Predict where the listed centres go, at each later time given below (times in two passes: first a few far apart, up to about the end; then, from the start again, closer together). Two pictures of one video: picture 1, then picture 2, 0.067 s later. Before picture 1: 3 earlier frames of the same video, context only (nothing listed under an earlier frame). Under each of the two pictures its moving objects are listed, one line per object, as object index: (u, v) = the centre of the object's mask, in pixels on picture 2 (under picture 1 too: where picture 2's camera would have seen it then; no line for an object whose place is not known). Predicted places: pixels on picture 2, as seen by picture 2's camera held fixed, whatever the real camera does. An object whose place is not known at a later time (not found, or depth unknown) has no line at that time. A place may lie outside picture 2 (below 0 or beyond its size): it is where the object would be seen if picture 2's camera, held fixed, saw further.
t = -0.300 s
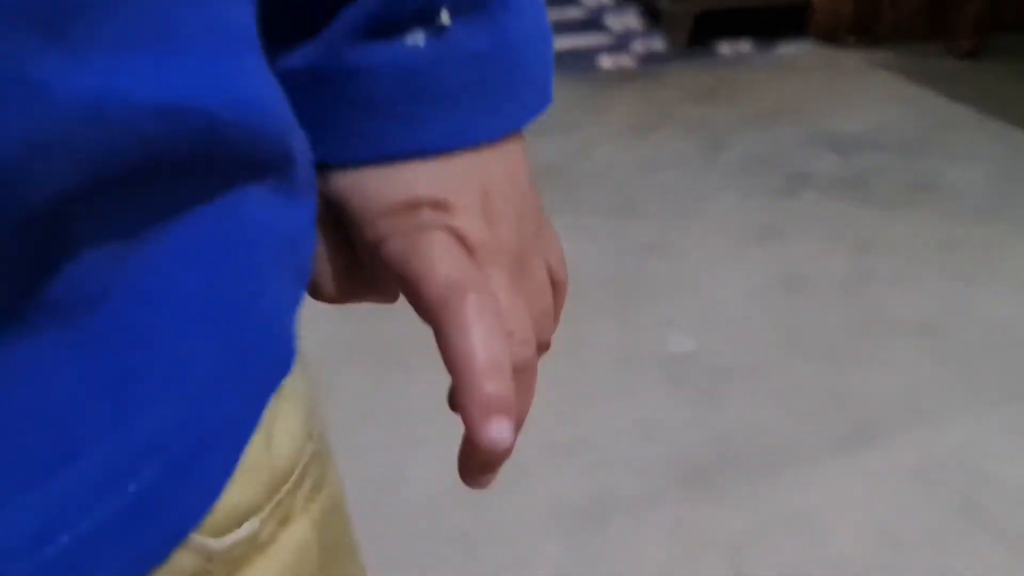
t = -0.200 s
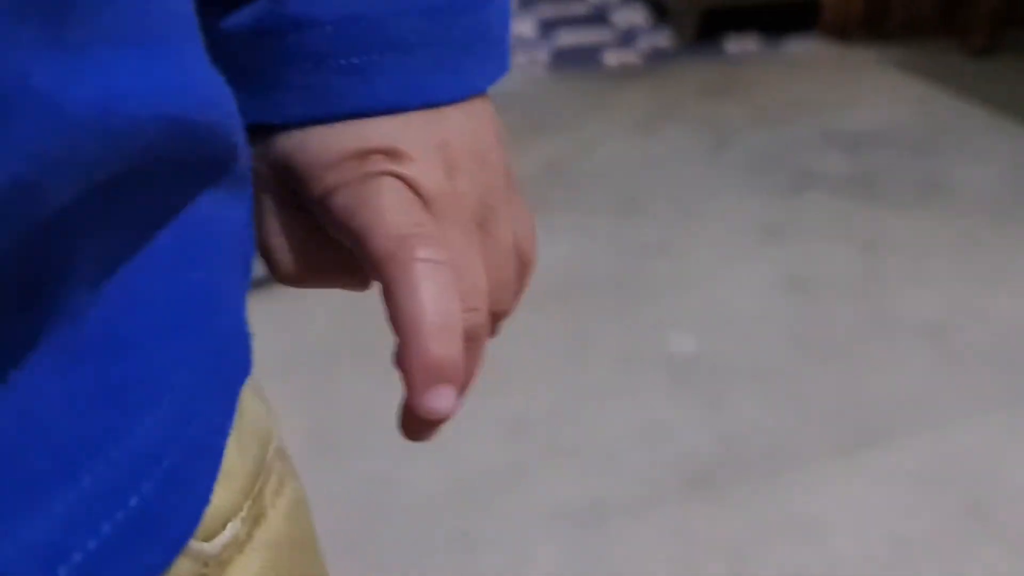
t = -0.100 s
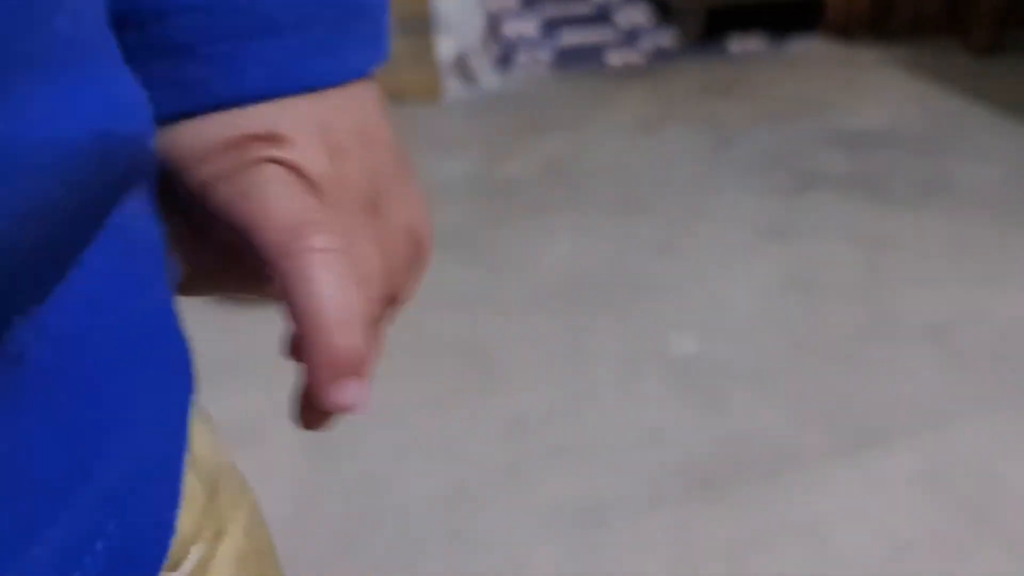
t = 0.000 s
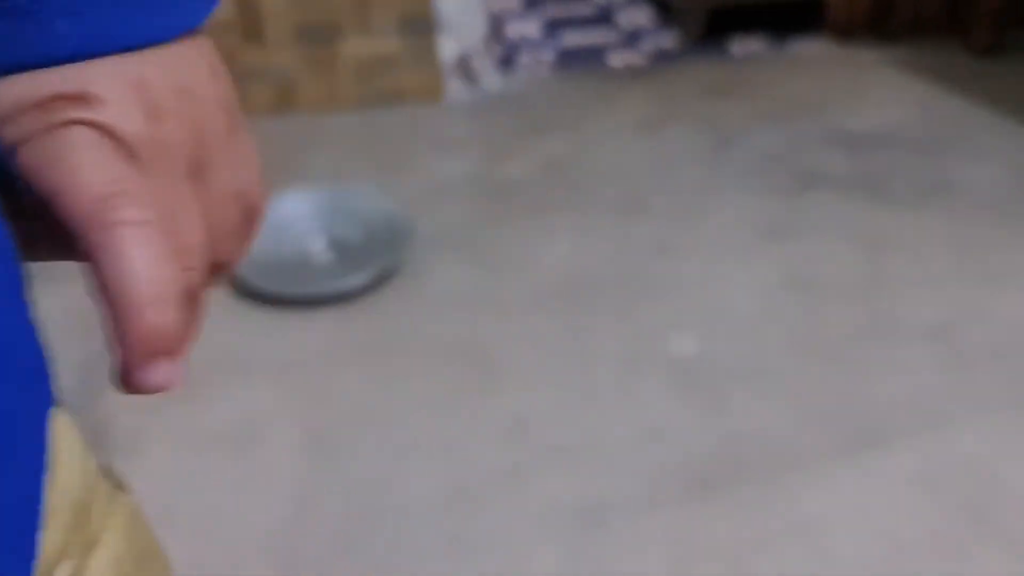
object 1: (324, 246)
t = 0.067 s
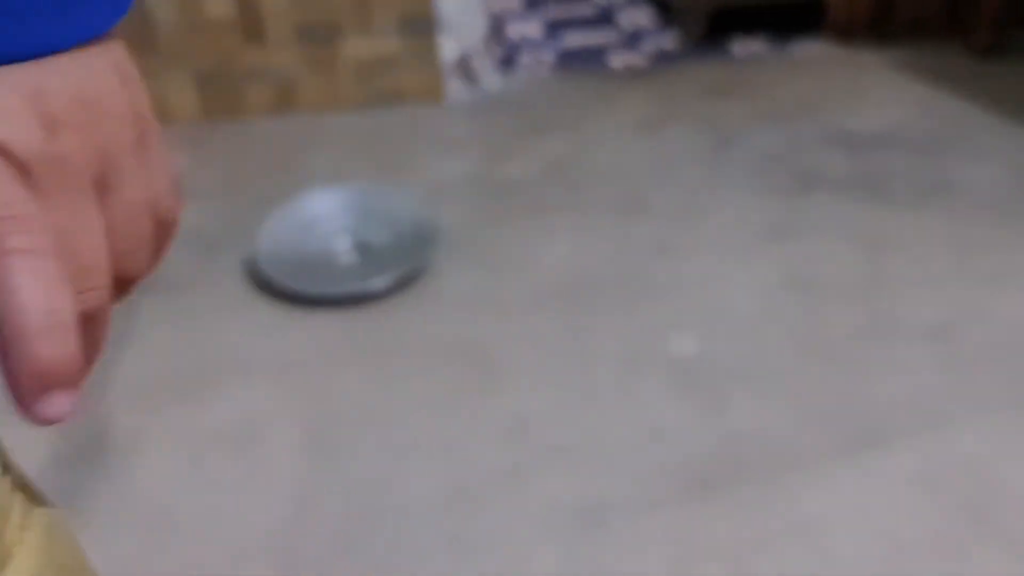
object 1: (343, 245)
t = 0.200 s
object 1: (396, 241)
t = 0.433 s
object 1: (474, 219)
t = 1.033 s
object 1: (515, 146)
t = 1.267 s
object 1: (469, 132)
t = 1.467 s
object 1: (419, 133)
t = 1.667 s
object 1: (377, 144)
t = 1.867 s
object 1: (360, 163)
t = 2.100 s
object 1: (383, 182)
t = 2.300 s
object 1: (434, 186)
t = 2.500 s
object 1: (483, 176)
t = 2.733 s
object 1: (517, 158)
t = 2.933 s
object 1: (522, 142)
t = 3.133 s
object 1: (513, 134)
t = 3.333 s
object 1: (509, 126)
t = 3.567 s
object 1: (504, 122)
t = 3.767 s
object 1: (496, 120)
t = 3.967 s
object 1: (494, 116)
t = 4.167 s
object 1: (489, 115)
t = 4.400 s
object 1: (487, 114)
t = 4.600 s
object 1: (481, 110)
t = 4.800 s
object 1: (480, 113)
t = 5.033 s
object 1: (477, 109)
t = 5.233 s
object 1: (476, 113)
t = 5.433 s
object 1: (474, 111)
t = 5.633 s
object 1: (478, 112)
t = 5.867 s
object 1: (478, 112)
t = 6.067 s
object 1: (484, 114)
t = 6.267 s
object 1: (489, 116)
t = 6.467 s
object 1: (494, 116)
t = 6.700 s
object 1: (505, 116)
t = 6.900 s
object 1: (510, 118)
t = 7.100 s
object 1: (524, 114)
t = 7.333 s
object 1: (539, 114)
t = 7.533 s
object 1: (547, 113)
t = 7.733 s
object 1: (553, 109)
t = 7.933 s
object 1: (560, 104)
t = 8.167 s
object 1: (568, 99)
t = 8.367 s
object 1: (571, 98)
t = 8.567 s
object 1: (569, 97)
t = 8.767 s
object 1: (568, 96)
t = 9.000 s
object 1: (566, 91)
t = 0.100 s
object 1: (354, 245)
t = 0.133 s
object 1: (368, 244)
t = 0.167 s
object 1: (383, 242)
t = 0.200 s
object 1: (396, 241)
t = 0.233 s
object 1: (410, 238)
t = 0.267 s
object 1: (423, 236)
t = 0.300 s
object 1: (433, 233)
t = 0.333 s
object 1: (445, 230)
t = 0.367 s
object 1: (456, 226)
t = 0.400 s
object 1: (464, 223)
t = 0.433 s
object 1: (474, 219)
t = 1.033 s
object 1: (515, 146)
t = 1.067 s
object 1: (511, 143)
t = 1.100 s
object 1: (505, 141)
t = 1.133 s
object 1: (498, 138)
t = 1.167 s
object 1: (491, 136)
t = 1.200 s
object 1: (484, 134)
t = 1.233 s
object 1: (477, 133)
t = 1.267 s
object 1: (469, 132)
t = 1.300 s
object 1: (461, 132)
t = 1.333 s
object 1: (454, 131)
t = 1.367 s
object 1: (447, 130)
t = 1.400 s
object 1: (437, 131)
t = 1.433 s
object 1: (427, 132)
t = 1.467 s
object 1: (419, 133)
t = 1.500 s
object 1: (412, 134)
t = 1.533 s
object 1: (403, 135)
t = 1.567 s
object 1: (396, 137)
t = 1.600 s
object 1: (389, 139)
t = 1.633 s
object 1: (382, 141)
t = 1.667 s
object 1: (377, 144)
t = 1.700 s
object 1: (372, 147)
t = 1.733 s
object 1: (369, 150)
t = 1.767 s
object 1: (365, 153)
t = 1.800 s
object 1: (362, 157)
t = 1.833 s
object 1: (360, 159)
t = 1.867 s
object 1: (360, 163)
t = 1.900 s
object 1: (359, 167)
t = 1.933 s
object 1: (362, 169)
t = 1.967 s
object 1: (366, 172)
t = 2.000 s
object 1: (367, 175)
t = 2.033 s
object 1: (371, 177)
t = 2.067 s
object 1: (378, 179)
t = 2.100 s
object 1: (383, 182)
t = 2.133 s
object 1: (391, 184)
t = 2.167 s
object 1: (400, 184)
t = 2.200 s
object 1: (407, 186)
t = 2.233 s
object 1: (416, 187)
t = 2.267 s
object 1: (425, 186)
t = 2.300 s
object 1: (434, 186)
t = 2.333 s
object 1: (444, 186)
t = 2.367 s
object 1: (453, 183)
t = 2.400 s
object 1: (461, 182)
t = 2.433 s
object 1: (469, 182)
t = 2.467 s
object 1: (477, 178)
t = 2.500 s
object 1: (483, 176)
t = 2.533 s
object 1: (492, 175)
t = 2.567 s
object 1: (497, 172)
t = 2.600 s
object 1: (502, 168)
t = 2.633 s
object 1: (508, 166)
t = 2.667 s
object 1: (511, 164)
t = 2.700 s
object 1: (513, 160)
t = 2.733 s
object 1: (517, 158)
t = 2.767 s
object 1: (518, 156)
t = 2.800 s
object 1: (519, 152)
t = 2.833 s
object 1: (522, 149)
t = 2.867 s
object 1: (522, 149)
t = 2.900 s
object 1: (520, 146)
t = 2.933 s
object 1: (522, 142)
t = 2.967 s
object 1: (522, 142)
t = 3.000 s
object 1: (518, 141)
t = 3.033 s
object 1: (518, 137)
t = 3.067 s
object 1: (520, 136)
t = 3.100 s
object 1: (516, 138)
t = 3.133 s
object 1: (513, 134)
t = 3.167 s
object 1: (515, 130)
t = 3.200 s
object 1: (513, 131)
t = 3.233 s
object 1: (509, 133)
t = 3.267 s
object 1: (510, 129)
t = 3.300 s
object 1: (512, 127)
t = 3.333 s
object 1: (509, 126)
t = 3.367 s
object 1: (505, 128)
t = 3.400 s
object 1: (507, 125)
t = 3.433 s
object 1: (509, 123)
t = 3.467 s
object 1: (505, 123)
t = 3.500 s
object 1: (502, 125)
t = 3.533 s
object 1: (504, 122)
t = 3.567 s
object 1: (504, 122)
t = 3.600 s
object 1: (501, 123)
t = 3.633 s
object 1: (499, 123)
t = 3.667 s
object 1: (501, 120)
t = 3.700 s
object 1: (499, 120)
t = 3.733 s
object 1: (499, 120)
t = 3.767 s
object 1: (496, 120)
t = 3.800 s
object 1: (498, 117)
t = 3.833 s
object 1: (497, 118)
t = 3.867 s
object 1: (496, 119)
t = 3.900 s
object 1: (494, 118)
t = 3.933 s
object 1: (496, 116)
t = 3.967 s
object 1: (494, 116)
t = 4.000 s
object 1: (493, 117)
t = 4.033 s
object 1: (491, 117)
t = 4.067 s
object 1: (493, 114)
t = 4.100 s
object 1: (489, 117)
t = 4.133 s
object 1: (490, 117)
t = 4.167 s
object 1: (489, 115)
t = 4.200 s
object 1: (491, 112)
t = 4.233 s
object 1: (493, 112)
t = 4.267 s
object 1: (488, 115)
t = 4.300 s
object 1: (487, 114)
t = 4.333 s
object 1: (487, 111)
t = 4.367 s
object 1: (491, 111)
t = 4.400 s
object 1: (487, 114)
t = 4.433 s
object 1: (485, 113)
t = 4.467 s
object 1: (484, 111)
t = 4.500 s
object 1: (487, 111)
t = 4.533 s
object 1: (485, 107)
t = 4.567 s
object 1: (482, 112)
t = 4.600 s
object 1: (481, 110)
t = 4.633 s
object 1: (482, 111)
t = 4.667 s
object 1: (481, 113)
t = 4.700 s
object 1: (488, 108)
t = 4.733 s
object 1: (480, 110)
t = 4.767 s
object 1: (480, 111)
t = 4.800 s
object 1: (480, 113)
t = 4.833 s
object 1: (489, 105)
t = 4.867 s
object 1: (476, 110)
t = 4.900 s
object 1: (478, 110)
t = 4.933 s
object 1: (479, 112)
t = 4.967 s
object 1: (488, 104)
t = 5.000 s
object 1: (476, 110)
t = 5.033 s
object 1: (477, 109)
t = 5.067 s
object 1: (478, 112)
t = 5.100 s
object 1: (483, 107)
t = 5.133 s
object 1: (474, 111)
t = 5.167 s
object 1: (476, 109)
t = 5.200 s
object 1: (476, 112)
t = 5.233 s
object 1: (476, 113)
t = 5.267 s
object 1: (474, 112)
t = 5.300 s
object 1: (475, 110)
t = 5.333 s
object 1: (476, 111)
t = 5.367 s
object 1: (475, 113)
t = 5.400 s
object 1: (474, 113)
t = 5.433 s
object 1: (474, 111)
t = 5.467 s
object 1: (476, 111)
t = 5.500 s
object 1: (477, 112)
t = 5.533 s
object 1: (476, 113)
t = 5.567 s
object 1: (474, 111)
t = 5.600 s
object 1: (477, 110)
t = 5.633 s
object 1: (478, 112)
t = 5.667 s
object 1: (477, 114)
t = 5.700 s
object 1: (476, 113)
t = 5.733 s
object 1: (477, 111)
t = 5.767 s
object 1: (480, 112)
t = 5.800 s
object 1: (478, 115)
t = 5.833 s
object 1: (477, 115)
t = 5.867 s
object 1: (478, 112)
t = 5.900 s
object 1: (481, 112)
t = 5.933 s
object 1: (483, 113)
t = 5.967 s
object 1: (480, 116)
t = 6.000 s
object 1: (479, 114)
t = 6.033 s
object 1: (482, 112)
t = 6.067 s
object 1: (484, 114)
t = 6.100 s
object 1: (485, 114)
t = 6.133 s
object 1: (482, 117)
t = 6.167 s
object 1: (483, 114)
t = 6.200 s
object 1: (486, 114)
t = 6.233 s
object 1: (489, 114)
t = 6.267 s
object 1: (489, 116)
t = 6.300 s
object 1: (487, 116)
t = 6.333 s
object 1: (491, 114)
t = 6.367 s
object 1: (493, 115)
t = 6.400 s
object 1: (494, 116)
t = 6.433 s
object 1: (492, 118)
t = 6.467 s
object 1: (494, 116)
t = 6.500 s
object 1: (496, 116)
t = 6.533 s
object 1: (496, 117)
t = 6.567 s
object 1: (500, 117)
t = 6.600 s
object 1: (498, 118)
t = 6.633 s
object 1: (502, 115)
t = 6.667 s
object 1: (505, 115)
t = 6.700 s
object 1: (505, 116)
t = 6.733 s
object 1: (505, 119)
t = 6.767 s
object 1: (506, 116)
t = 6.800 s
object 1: (510, 115)
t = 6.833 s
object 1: (509, 115)
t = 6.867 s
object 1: (511, 115)
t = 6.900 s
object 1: (510, 118)
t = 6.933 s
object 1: (514, 116)
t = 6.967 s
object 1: (518, 114)
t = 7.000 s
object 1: (520, 115)
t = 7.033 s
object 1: (522, 117)
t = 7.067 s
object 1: (521, 116)
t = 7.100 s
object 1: (524, 114)
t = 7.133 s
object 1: (528, 113)
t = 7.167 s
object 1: (531, 115)
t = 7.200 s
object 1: (530, 117)
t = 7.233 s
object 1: (529, 115)
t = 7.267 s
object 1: (533, 113)
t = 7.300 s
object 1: (537, 112)
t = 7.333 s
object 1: (539, 114)
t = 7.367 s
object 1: (538, 116)
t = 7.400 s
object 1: (539, 113)
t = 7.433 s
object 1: (543, 110)
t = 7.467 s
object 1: (546, 109)
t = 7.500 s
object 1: (547, 110)
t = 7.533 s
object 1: (547, 113)
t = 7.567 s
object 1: (546, 111)
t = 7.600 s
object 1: (549, 108)
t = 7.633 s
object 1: (552, 107)
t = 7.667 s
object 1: (554, 108)
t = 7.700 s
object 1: (553, 111)
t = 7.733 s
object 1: (553, 109)
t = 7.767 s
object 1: (556, 106)
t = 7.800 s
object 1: (559, 104)
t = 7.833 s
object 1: (561, 105)
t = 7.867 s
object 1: (560, 108)
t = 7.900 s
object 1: (558, 107)
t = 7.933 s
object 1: (560, 104)
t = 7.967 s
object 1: (563, 102)
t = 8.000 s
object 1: (566, 103)
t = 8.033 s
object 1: (564, 105)
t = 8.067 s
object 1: (561, 105)
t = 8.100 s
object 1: (562, 102)
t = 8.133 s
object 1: (565, 100)
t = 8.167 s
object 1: (568, 99)
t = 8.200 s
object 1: (568, 101)
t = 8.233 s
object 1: (567, 101)
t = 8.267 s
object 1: (565, 101)
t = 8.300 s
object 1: (567, 98)
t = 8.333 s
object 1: (569, 97)
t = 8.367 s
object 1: (571, 98)
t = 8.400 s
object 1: (567, 100)
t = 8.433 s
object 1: (566, 100)
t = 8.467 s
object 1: (566, 97)
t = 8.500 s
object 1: (569, 95)
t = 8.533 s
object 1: (571, 96)
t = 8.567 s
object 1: (569, 97)
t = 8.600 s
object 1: (569, 98)
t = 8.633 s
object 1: (567, 96)
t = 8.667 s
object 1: (569, 94)
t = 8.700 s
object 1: (571, 93)
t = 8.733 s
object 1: (571, 95)
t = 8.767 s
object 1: (568, 96)
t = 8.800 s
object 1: (567, 94)
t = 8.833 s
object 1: (568, 92)
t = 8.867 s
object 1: (569, 91)
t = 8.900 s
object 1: (570, 92)
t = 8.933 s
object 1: (567, 94)
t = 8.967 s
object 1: (566, 93)
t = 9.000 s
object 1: (566, 91)
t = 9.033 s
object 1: (567, 89)
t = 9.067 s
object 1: (568, 89)
